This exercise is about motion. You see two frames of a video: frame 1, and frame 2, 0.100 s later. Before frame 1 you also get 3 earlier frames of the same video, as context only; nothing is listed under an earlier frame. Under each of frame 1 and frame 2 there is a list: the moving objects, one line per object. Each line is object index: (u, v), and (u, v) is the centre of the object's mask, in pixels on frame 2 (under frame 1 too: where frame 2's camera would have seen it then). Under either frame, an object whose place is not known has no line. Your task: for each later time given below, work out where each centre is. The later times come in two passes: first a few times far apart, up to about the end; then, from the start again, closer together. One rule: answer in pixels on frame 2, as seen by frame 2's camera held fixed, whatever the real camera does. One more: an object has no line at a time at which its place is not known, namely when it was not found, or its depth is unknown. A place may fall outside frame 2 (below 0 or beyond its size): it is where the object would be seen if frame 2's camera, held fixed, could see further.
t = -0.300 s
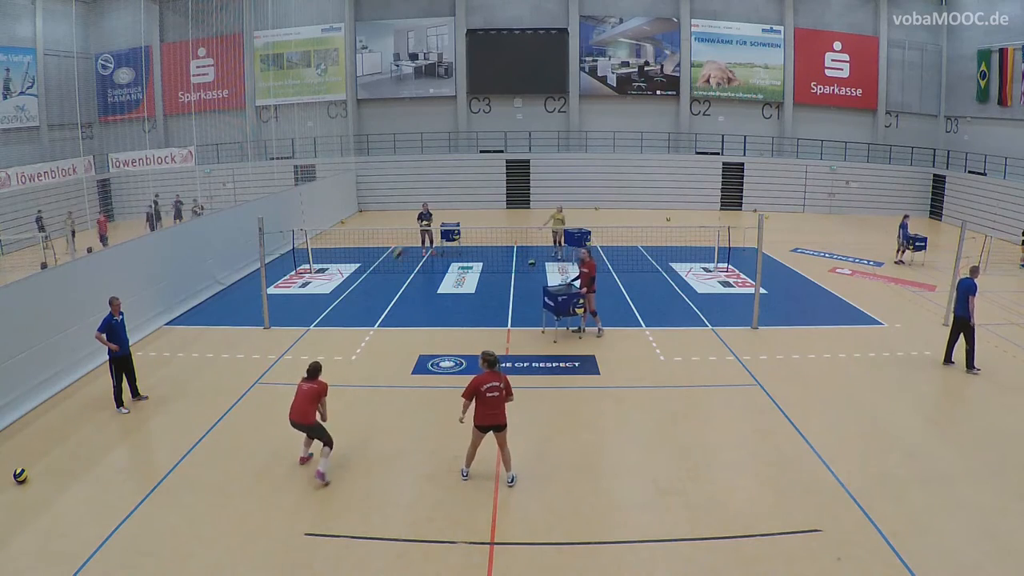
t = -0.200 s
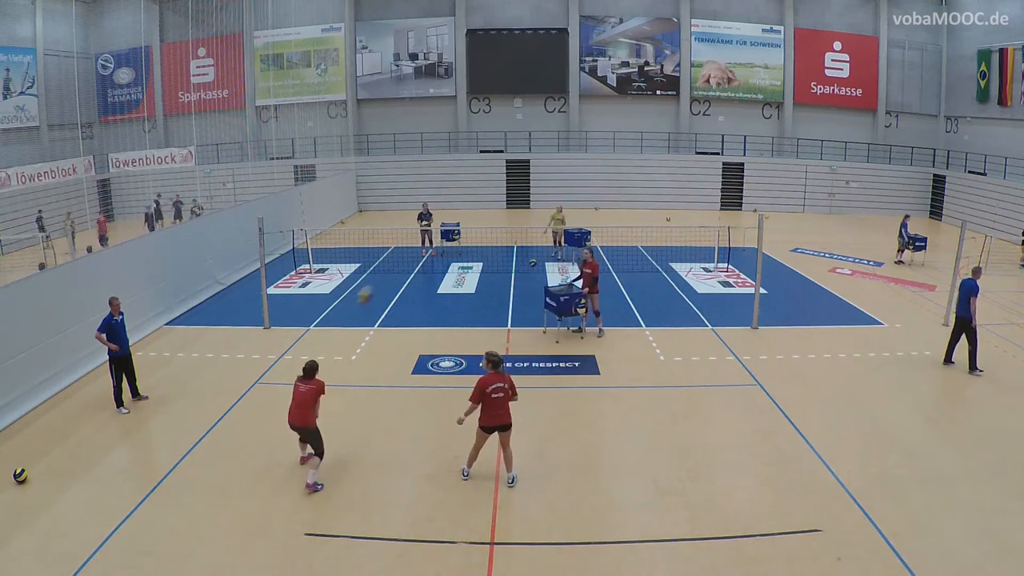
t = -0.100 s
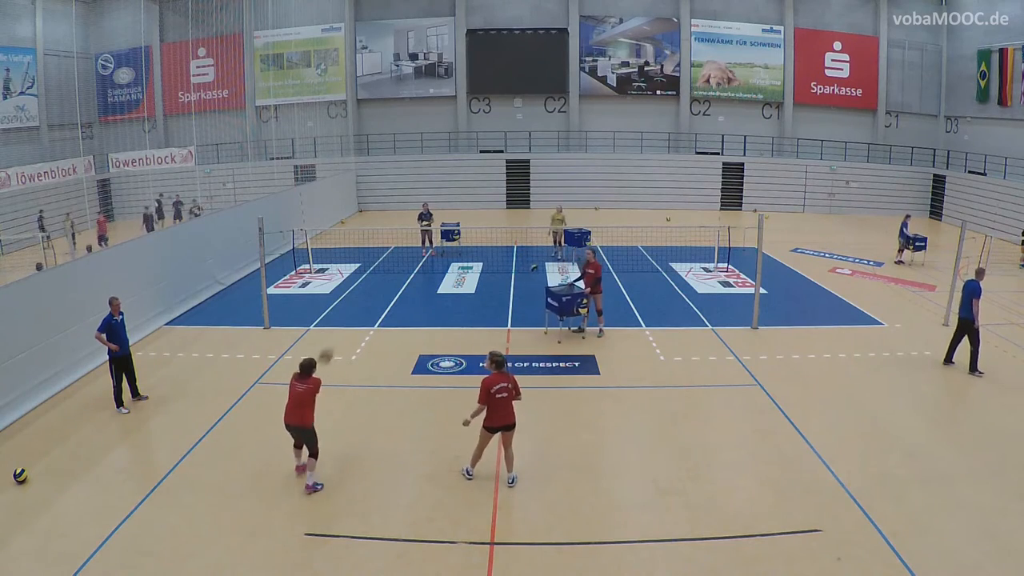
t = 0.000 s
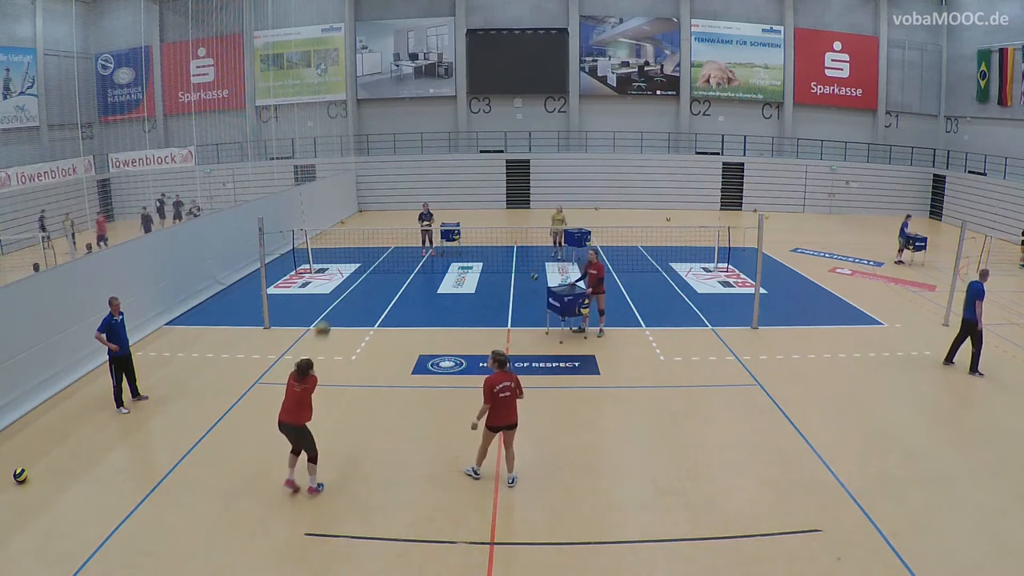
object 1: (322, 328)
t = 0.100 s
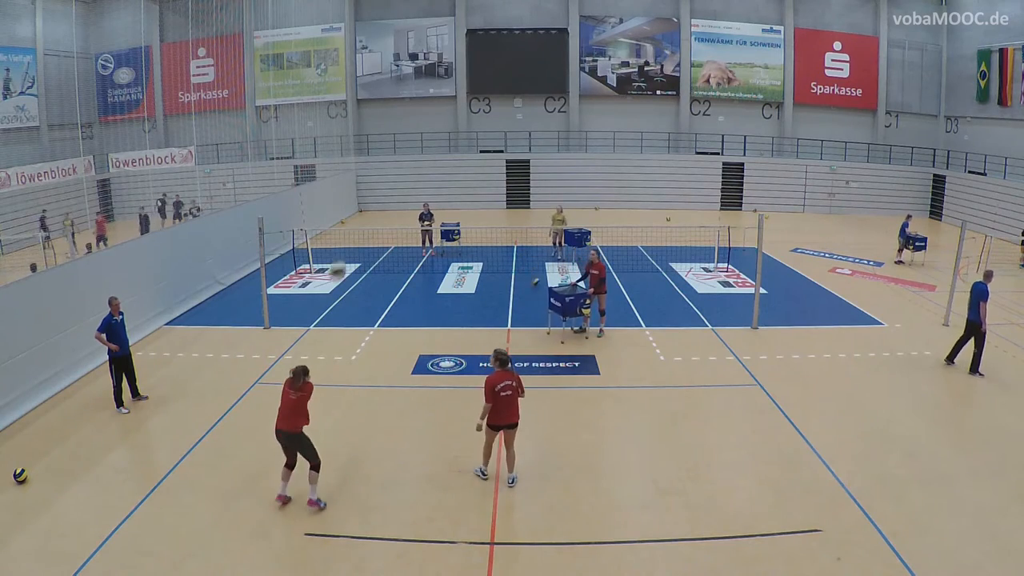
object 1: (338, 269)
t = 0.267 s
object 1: (366, 189)
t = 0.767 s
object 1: (457, 81)
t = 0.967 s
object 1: (493, 92)
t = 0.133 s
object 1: (342, 253)
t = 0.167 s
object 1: (350, 237)
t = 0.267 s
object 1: (366, 189)
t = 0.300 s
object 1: (371, 177)
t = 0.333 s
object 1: (378, 163)
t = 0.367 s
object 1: (384, 150)
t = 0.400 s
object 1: (390, 141)
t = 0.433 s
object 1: (396, 131)
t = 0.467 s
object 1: (402, 122)
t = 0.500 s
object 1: (408, 114)
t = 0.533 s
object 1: (414, 106)
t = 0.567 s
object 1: (420, 99)
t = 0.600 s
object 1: (427, 95)
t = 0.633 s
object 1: (433, 90)
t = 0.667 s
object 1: (439, 87)
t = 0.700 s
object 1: (445, 84)
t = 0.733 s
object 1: (451, 83)
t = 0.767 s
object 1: (457, 81)
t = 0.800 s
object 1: (464, 81)
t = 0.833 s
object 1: (470, 82)
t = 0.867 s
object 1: (475, 85)
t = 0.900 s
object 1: (482, 87)
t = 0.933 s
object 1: (487, 89)
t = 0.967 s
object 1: (493, 92)
